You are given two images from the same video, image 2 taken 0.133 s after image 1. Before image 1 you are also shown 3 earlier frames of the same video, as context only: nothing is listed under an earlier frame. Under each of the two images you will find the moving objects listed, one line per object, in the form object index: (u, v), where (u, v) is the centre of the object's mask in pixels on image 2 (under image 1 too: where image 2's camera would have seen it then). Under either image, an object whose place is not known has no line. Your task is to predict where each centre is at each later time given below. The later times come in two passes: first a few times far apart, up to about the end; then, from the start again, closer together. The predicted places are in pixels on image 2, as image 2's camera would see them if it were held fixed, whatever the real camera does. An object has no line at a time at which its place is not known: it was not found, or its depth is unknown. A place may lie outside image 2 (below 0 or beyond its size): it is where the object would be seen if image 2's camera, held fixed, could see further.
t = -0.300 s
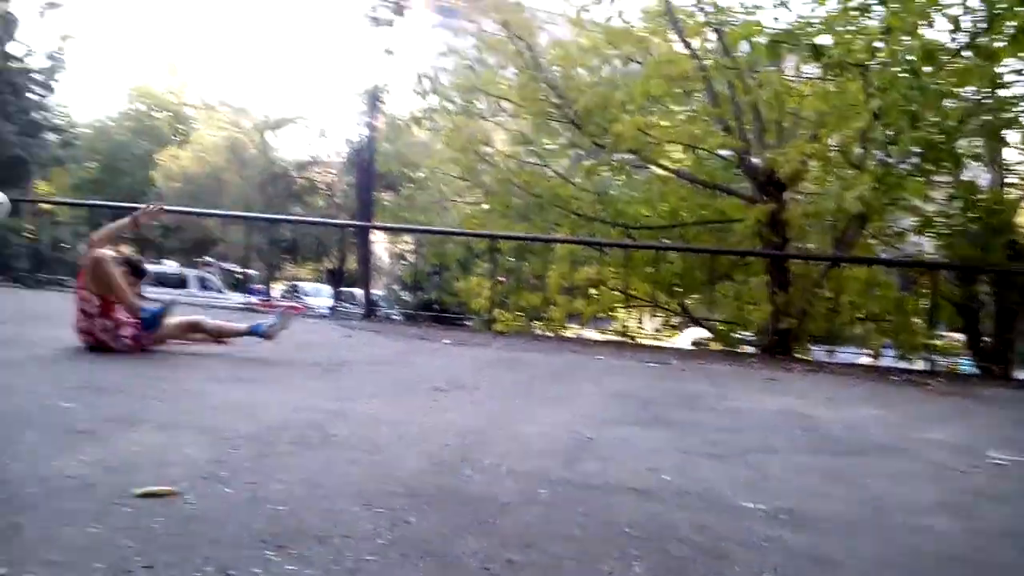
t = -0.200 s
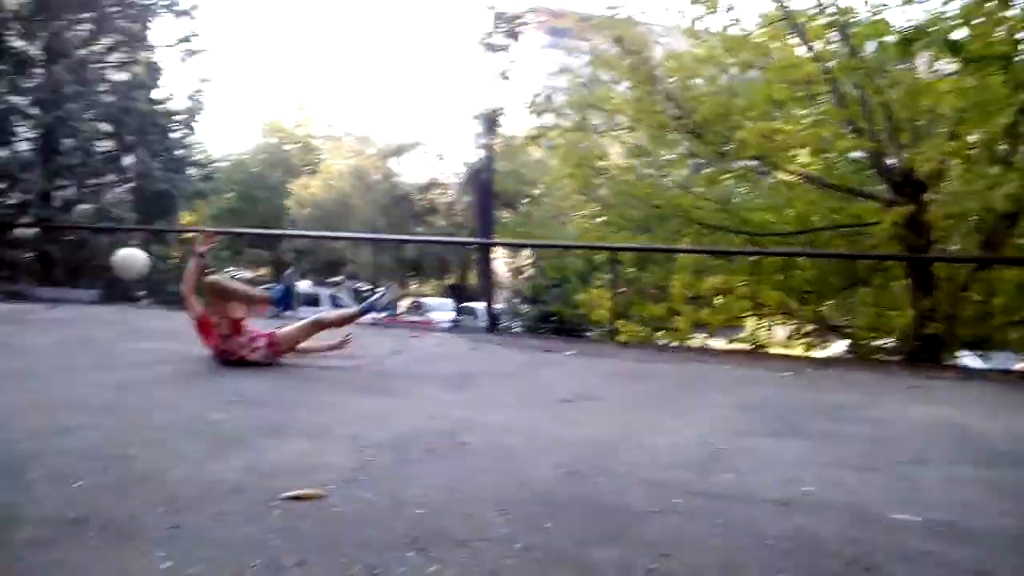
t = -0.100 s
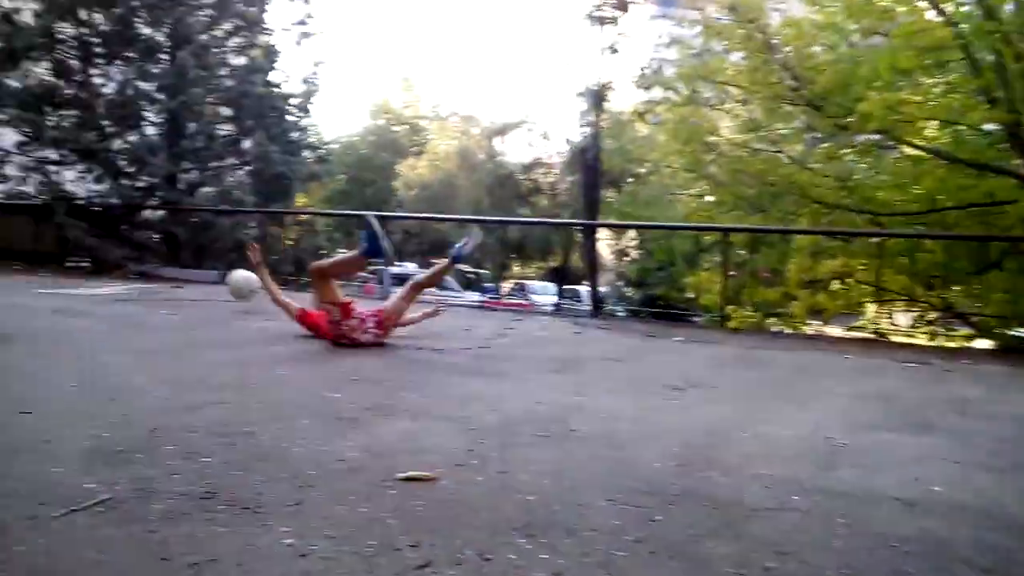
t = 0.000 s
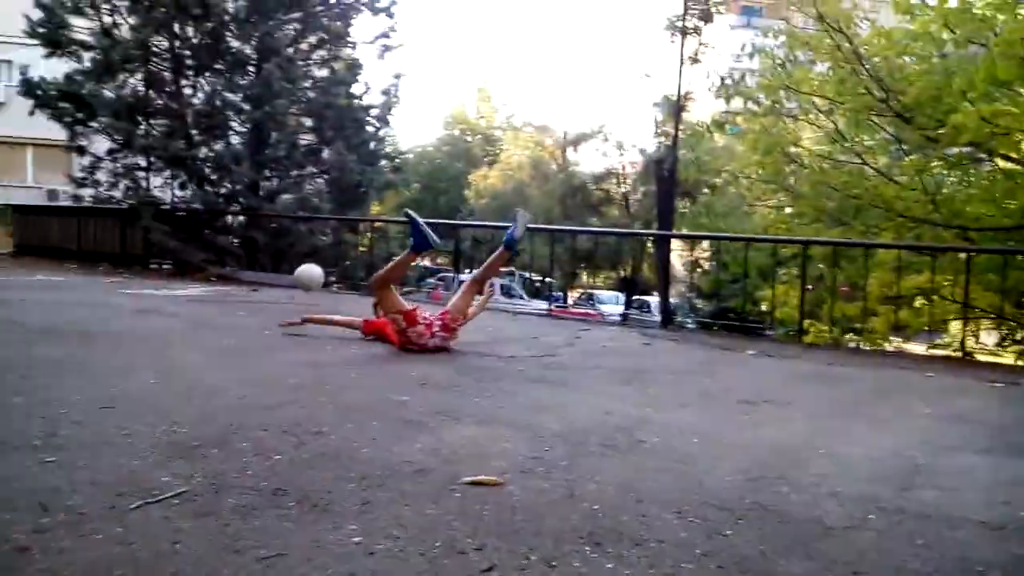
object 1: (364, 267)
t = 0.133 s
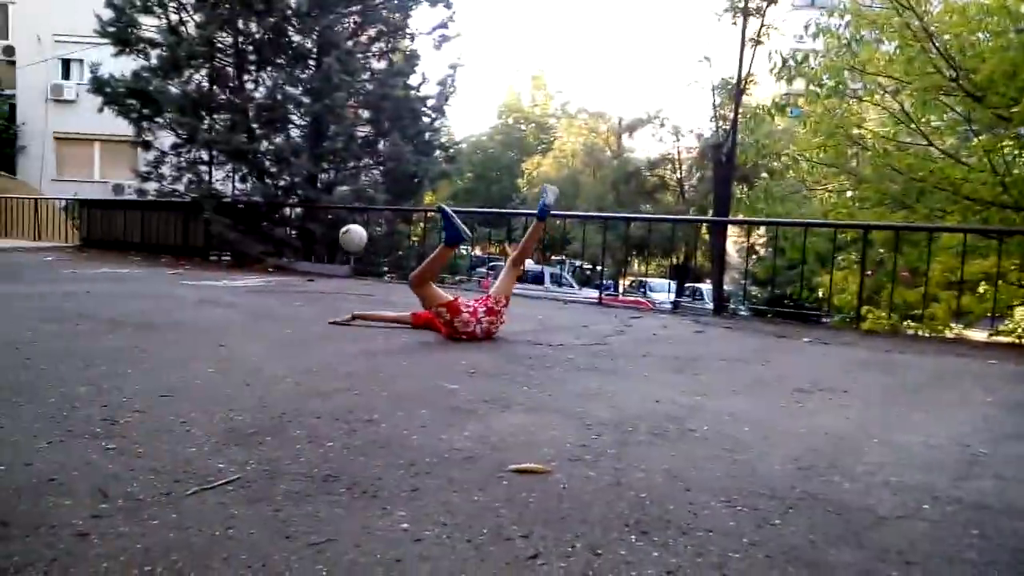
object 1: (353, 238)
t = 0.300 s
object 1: (340, 231)
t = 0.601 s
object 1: (314, 263)
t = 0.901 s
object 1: (313, 244)
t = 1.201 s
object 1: (303, 252)
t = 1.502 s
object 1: (294, 268)
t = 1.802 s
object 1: (287, 260)
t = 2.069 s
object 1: (280, 257)
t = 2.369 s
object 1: (271, 256)
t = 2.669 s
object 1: (256, 258)
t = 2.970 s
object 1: (241, 260)
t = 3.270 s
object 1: (228, 260)
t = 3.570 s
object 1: (217, 262)
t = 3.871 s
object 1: (205, 263)
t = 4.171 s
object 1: (192, 262)
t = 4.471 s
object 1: (180, 263)
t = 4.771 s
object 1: (170, 263)
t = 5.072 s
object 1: (159, 260)
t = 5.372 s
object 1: (151, 260)
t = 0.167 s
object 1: (350, 234)
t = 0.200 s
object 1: (347, 231)
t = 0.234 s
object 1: (345, 229)
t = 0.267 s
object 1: (342, 229)
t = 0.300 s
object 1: (340, 231)
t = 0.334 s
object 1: (338, 234)
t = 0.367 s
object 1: (335, 237)
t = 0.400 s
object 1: (333, 243)
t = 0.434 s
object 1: (331, 249)
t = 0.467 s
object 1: (328, 255)
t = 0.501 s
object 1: (325, 263)
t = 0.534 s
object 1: (320, 275)
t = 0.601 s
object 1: (314, 263)
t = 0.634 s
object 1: (317, 256)
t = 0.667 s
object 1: (317, 251)
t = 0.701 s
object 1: (317, 247)
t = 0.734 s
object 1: (318, 244)
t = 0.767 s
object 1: (317, 242)
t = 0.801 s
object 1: (316, 241)
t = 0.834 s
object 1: (315, 241)
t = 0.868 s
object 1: (314, 242)
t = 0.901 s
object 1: (313, 244)
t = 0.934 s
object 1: (312, 247)
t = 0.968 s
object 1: (311, 251)
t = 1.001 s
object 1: (311, 256)
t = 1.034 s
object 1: (309, 264)
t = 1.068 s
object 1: (308, 272)
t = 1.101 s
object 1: (306, 266)
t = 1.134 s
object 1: (305, 262)
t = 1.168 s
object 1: (303, 258)
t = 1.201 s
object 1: (303, 252)
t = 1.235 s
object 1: (302, 250)
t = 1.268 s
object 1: (300, 249)
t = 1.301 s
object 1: (300, 249)
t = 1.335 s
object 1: (298, 250)
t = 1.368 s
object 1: (297, 251)
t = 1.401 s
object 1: (296, 254)
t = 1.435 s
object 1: (295, 258)
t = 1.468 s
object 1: (294, 263)
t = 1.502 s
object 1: (294, 268)
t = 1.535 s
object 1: (293, 264)
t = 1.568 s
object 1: (292, 260)
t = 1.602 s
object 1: (291, 257)
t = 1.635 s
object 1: (290, 256)
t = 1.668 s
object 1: (289, 255)
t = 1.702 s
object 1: (289, 255)
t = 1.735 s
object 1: (288, 256)
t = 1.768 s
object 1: (287, 257)
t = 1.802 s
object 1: (287, 260)
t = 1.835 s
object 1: (286, 263)
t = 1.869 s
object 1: (285, 266)
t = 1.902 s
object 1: (283, 263)
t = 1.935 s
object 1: (280, 258)
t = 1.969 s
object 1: (277, 256)
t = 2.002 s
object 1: (279, 255)
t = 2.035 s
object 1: (280, 256)
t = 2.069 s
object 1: (280, 257)
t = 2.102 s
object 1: (280, 260)
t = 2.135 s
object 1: (279, 262)
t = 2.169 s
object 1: (278, 260)
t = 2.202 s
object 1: (277, 259)
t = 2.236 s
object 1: (275, 259)
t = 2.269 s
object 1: (274, 259)
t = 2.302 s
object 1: (273, 259)
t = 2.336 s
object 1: (272, 258)
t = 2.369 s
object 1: (271, 256)
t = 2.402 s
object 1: (269, 256)
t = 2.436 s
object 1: (268, 254)
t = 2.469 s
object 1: (265, 252)
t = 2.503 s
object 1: (264, 252)
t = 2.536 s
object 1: (262, 256)
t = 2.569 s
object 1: (260, 256)
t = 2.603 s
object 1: (258, 258)
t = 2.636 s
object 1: (258, 258)
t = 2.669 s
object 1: (256, 258)
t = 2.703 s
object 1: (254, 258)
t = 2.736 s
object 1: (252, 258)
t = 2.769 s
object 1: (250, 259)
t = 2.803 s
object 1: (249, 259)
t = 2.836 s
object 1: (247, 259)
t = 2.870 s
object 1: (246, 259)
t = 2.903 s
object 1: (245, 260)
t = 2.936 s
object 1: (242, 260)
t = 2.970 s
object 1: (241, 260)
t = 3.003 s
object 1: (239, 260)
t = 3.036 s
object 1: (238, 260)
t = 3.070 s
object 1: (236, 260)
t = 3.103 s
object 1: (234, 260)
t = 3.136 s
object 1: (233, 260)
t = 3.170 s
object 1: (232, 260)
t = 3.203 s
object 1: (231, 261)
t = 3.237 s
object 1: (229, 260)
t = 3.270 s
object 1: (228, 260)
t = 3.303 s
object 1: (227, 261)
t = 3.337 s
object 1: (225, 261)
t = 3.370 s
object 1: (223, 262)
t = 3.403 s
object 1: (222, 262)
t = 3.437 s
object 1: (220, 261)
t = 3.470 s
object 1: (219, 261)
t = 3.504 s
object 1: (218, 262)
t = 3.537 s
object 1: (217, 262)
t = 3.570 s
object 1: (217, 262)
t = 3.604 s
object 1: (217, 261)
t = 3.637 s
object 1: (215, 261)
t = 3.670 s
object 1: (213, 262)
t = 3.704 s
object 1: (212, 262)
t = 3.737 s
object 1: (211, 262)
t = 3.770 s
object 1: (209, 262)
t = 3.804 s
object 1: (208, 262)
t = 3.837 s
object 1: (206, 263)
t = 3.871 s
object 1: (205, 263)
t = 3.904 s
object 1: (204, 262)
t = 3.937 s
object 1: (203, 262)
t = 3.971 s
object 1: (201, 263)
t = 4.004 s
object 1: (199, 263)
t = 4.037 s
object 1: (198, 263)
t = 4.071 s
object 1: (196, 262)
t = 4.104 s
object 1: (195, 263)
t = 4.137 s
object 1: (194, 262)
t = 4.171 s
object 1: (192, 262)
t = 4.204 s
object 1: (191, 262)
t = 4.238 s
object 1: (189, 263)
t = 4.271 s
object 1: (188, 263)
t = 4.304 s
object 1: (186, 262)
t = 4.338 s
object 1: (185, 262)
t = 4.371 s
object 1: (183, 262)
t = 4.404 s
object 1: (182, 262)
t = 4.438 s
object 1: (181, 263)
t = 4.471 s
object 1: (180, 263)
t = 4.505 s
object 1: (179, 262)
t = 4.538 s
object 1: (177, 261)
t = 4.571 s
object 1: (176, 262)
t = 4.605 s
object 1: (175, 262)
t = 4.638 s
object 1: (173, 263)
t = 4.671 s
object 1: (172, 263)
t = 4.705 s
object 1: (171, 263)
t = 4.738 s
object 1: (171, 263)
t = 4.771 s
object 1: (170, 263)
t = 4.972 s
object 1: (163, 263)
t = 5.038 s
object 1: (160, 261)
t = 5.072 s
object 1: (159, 260)
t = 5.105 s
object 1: (159, 259)
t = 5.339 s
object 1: (152, 261)
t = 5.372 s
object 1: (151, 260)
